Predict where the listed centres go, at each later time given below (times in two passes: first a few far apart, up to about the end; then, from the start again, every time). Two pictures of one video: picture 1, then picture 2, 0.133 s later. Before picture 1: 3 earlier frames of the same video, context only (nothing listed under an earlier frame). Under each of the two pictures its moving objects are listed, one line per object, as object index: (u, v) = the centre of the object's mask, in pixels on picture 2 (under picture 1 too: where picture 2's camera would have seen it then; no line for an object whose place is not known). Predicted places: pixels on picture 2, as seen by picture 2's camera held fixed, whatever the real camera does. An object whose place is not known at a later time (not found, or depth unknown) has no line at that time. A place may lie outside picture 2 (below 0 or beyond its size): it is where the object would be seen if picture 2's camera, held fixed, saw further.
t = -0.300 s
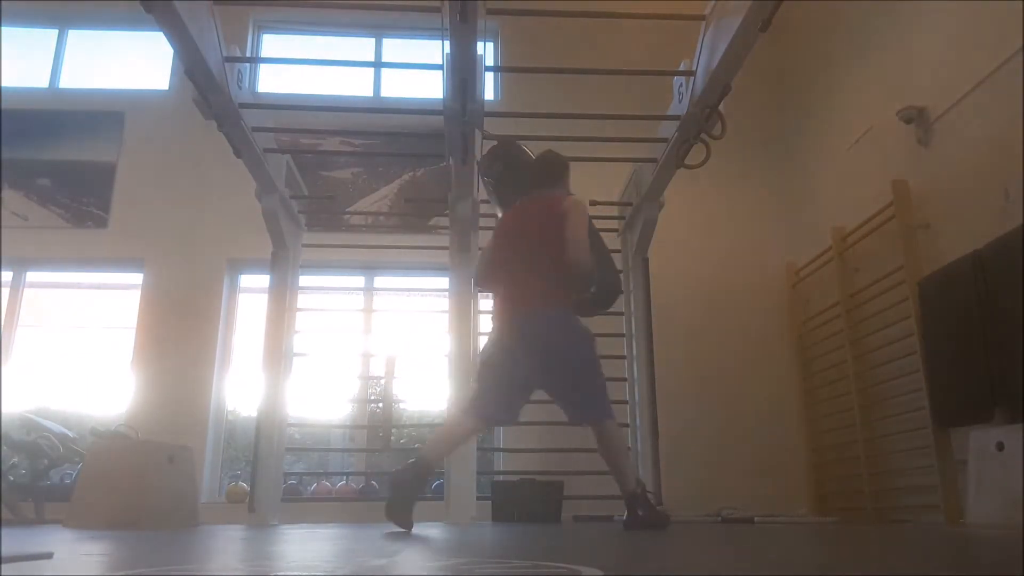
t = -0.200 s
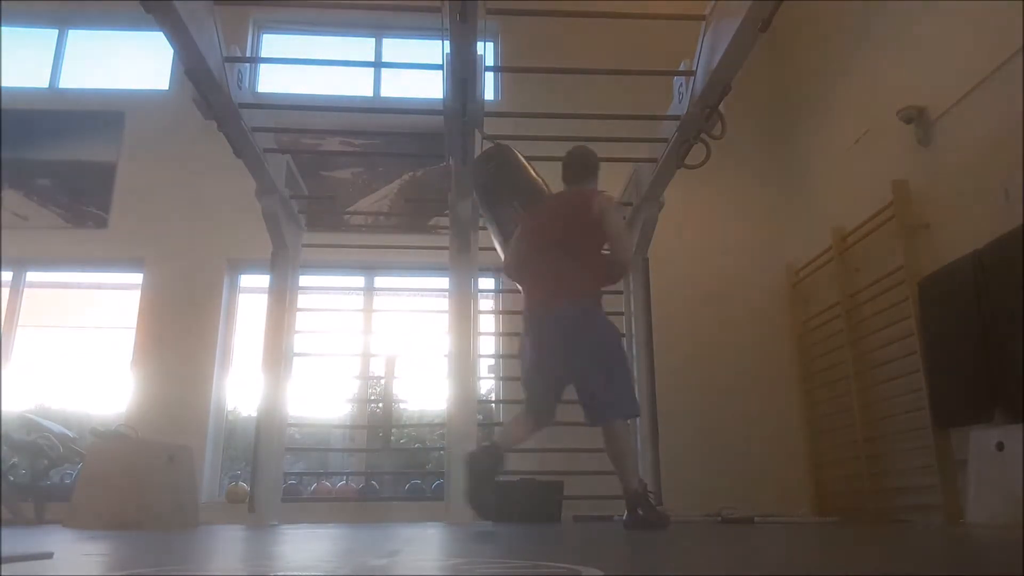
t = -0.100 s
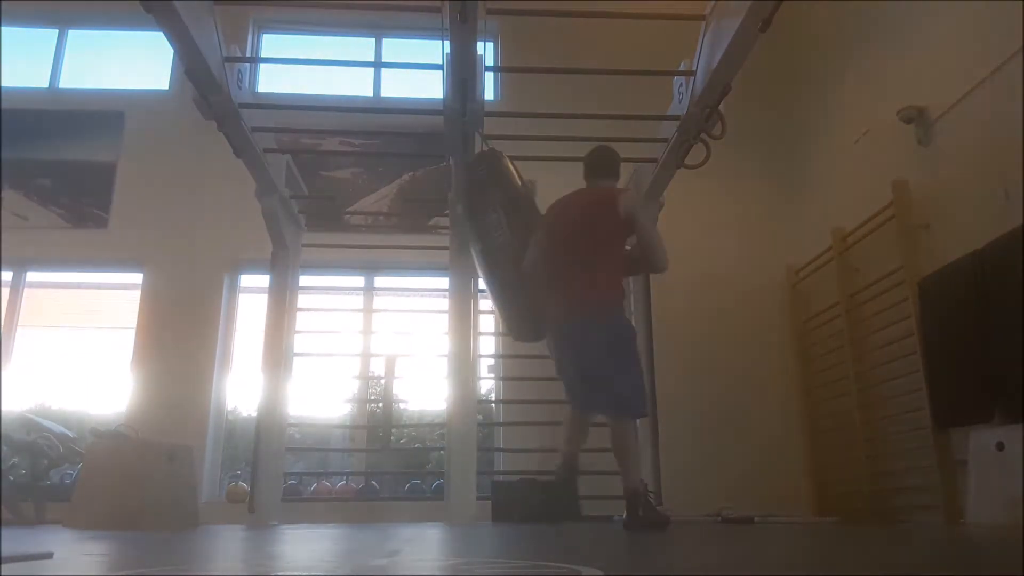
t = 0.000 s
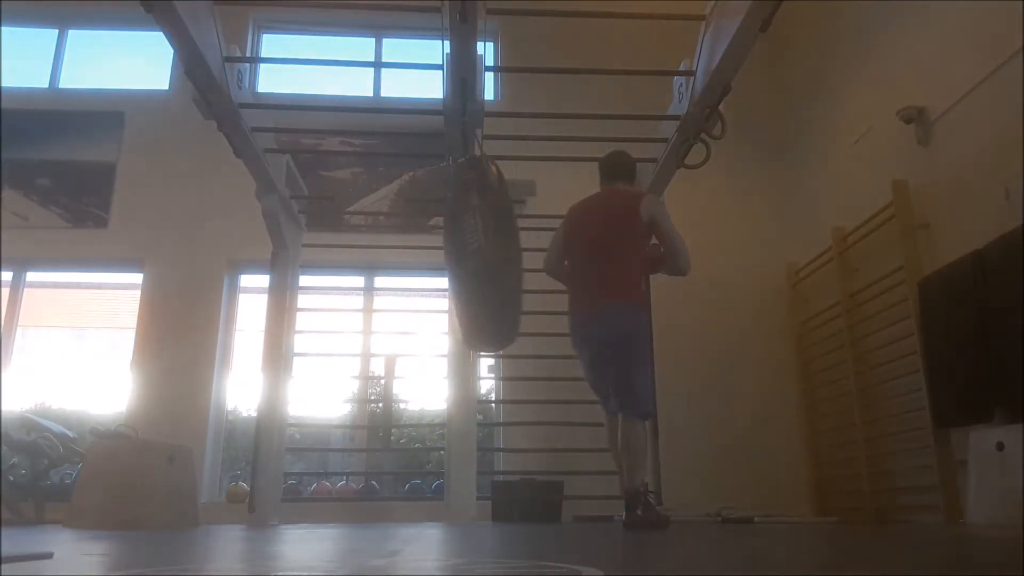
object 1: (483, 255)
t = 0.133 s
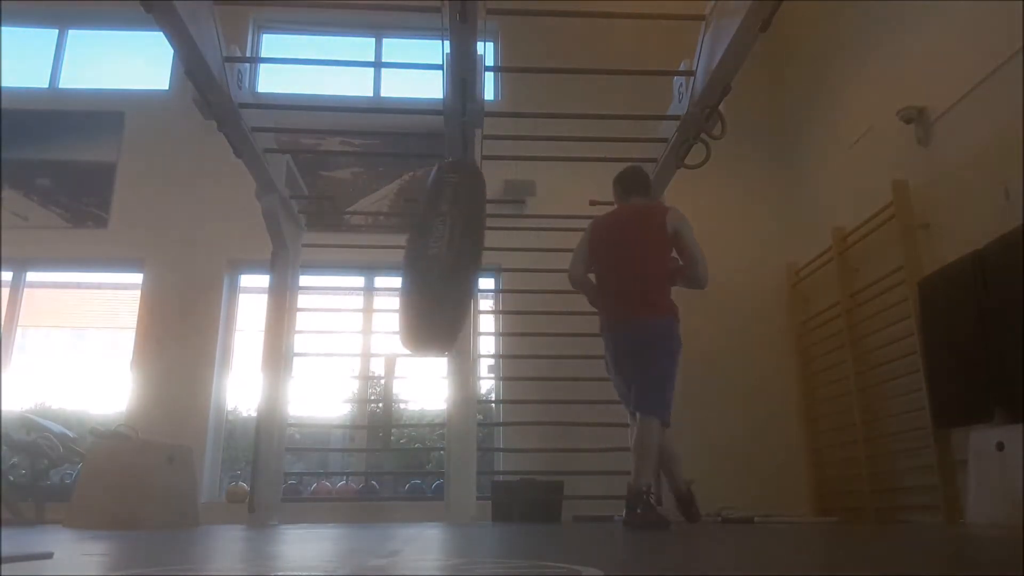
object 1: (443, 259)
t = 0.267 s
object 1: (409, 253)
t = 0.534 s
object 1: (377, 241)
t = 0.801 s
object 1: (388, 248)
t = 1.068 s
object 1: (439, 266)
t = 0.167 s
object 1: (433, 257)
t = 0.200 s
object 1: (425, 256)
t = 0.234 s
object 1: (416, 256)
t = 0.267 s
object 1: (409, 253)
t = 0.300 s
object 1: (402, 252)
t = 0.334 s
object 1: (396, 249)
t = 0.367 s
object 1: (391, 248)
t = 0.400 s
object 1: (387, 246)
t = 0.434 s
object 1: (383, 244)
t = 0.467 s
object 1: (380, 243)
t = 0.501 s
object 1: (378, 242)
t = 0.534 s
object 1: (377, 241)
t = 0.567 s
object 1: (376, 240)
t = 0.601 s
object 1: (376, 240)
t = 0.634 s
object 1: (377, 240)
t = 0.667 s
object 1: (378, 241)
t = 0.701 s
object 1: (379, 242)
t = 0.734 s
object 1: (382, 244)
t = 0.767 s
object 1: (385, 245)
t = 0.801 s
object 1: (388, 248)
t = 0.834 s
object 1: (393, 250)
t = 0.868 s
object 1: (397, 253)
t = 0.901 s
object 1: (403, 256)
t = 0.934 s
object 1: (409, 258)
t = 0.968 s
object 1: (415, 261)
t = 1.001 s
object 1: (423, 262)
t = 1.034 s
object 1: (431, 264)
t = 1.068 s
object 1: (439, 266)
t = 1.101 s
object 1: (447, 268)
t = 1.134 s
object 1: (456, 268)
